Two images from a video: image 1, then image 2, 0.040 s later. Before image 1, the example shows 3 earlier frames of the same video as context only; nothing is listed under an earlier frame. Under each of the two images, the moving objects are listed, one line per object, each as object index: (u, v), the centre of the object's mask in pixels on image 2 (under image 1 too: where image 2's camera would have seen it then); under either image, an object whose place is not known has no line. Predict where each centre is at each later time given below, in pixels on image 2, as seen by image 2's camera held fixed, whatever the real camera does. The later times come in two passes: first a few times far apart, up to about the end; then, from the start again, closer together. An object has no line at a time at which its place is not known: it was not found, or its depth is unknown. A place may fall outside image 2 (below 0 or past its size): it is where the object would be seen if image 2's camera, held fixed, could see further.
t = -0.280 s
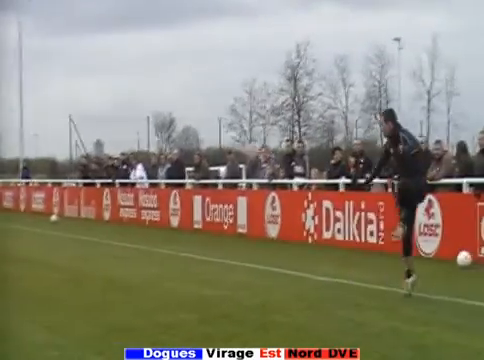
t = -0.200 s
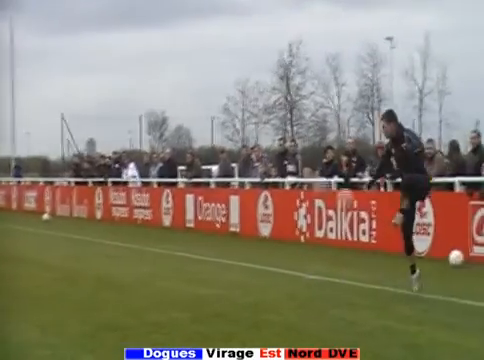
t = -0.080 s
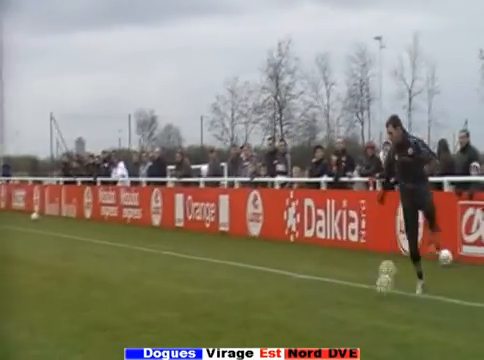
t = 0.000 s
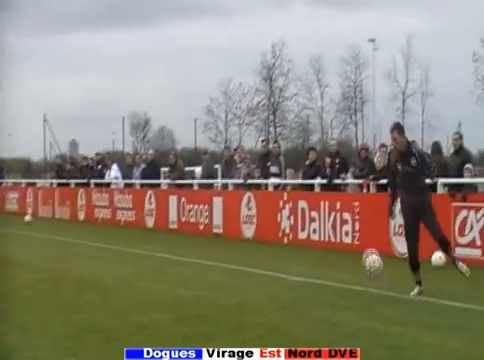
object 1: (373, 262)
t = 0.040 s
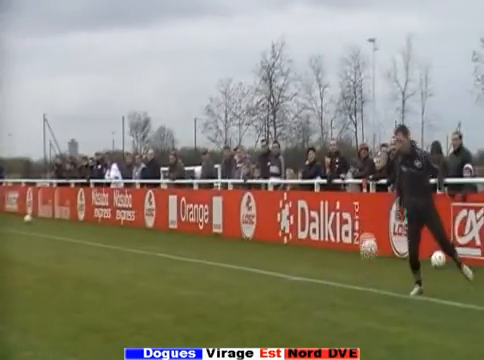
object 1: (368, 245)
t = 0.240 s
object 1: (351, 195)
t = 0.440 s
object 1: (334, 188)
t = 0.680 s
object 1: (315, 231)
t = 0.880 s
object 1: (300, 275)
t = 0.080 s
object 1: (364, 231)
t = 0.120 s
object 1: (361, 220)
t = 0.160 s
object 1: (357, 209)
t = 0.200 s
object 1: (354, 201)
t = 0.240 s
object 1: (351, 195)
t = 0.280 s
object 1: (347, 189)
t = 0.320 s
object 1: (344, 186)
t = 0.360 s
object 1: (340, 184)
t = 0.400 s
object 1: (337, 186)
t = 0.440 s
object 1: (334, 188)
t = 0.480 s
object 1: (331, 191)
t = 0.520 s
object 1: (328, 197)
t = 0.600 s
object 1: (322, 211)
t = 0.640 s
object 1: (318, 222)
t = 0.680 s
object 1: (315, 231)
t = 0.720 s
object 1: (312, 249)
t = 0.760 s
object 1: (310, 262)
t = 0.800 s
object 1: (307, 278)
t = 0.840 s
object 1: (304, 283)
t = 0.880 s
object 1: (300, 275)
